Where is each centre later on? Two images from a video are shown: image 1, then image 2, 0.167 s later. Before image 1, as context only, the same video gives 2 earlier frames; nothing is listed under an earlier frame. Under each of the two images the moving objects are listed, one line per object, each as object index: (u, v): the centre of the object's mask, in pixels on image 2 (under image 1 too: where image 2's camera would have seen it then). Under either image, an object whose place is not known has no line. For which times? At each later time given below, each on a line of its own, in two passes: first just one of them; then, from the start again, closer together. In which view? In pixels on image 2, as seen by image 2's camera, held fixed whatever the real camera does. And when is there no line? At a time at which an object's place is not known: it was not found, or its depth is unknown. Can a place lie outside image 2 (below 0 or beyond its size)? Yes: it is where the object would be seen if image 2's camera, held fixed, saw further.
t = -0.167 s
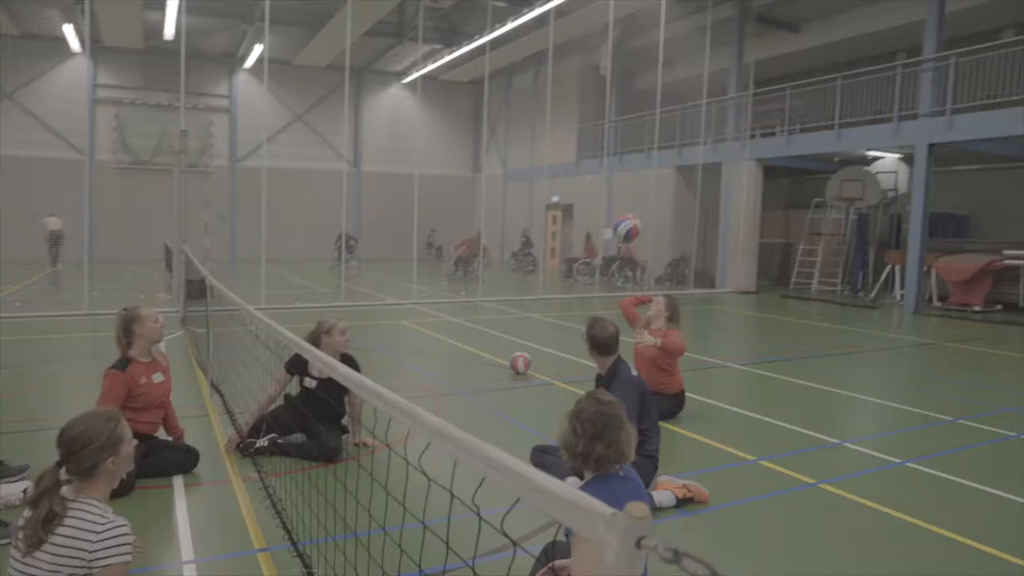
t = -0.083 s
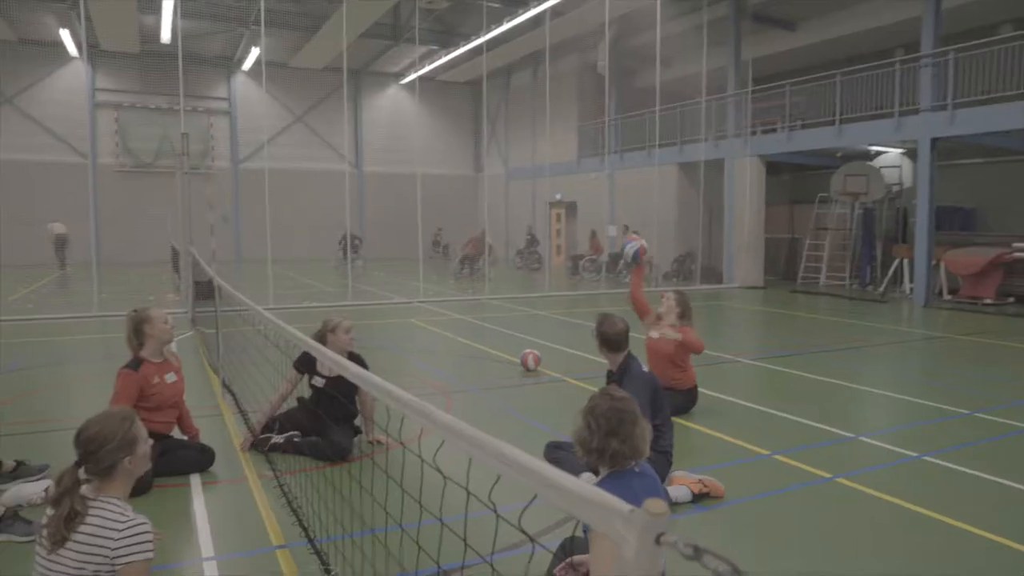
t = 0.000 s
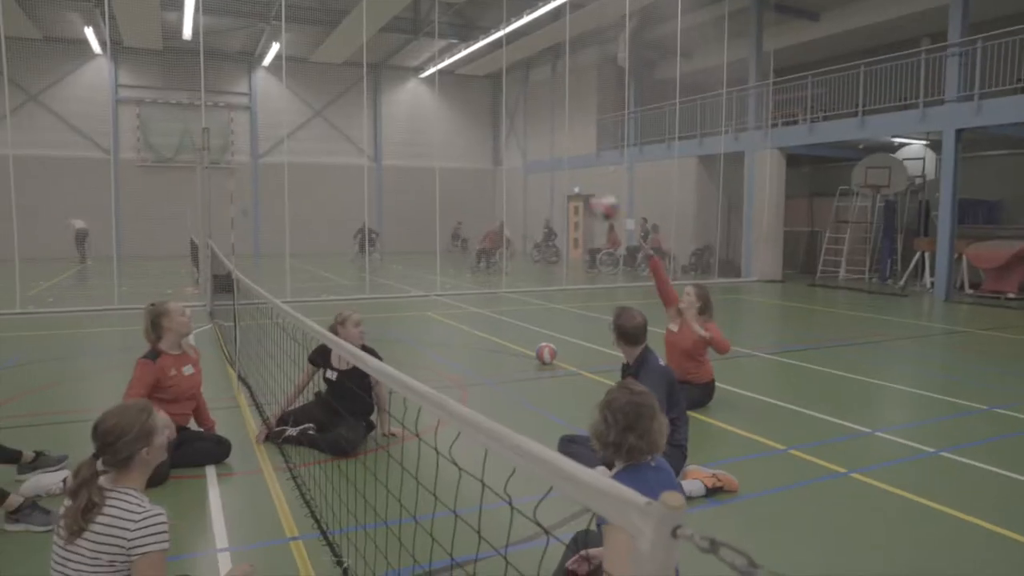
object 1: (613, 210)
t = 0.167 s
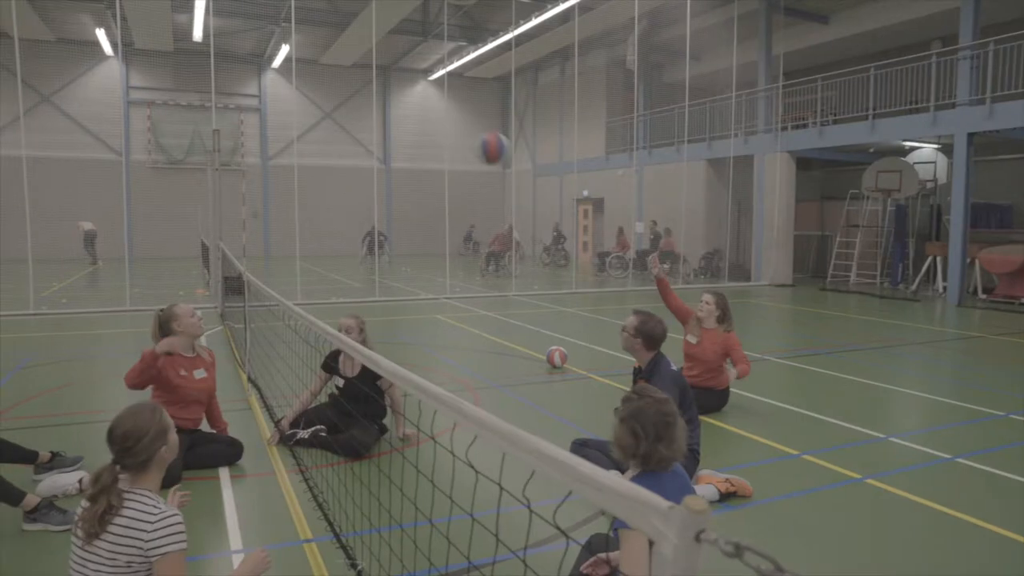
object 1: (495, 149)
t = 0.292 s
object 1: (374, 119)
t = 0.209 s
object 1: (456, 136)
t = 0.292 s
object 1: (374, 119)
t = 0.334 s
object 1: (330, 115)
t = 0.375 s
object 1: (286, 113)
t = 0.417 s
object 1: (235, 113)
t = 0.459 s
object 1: (184, 119)
